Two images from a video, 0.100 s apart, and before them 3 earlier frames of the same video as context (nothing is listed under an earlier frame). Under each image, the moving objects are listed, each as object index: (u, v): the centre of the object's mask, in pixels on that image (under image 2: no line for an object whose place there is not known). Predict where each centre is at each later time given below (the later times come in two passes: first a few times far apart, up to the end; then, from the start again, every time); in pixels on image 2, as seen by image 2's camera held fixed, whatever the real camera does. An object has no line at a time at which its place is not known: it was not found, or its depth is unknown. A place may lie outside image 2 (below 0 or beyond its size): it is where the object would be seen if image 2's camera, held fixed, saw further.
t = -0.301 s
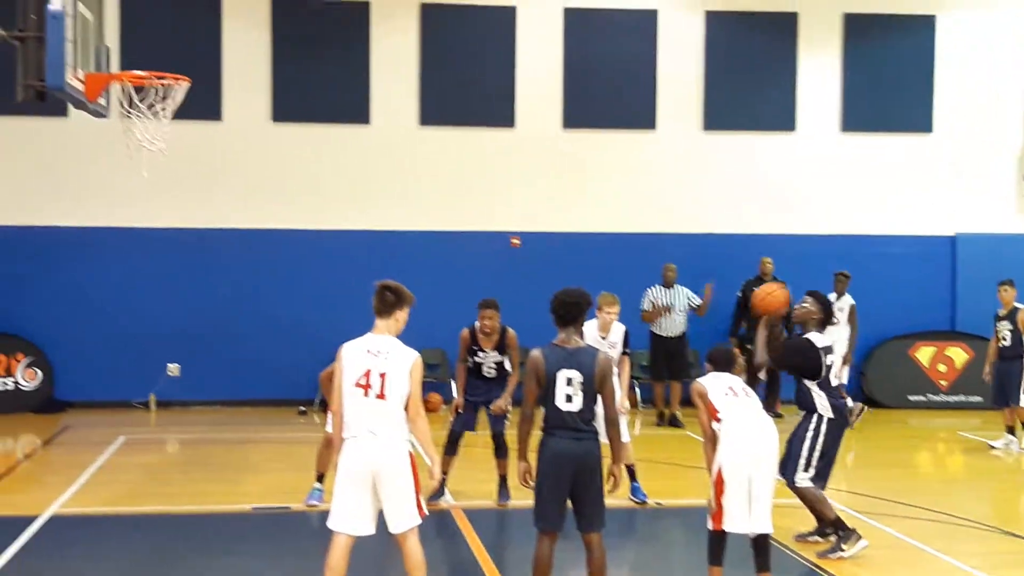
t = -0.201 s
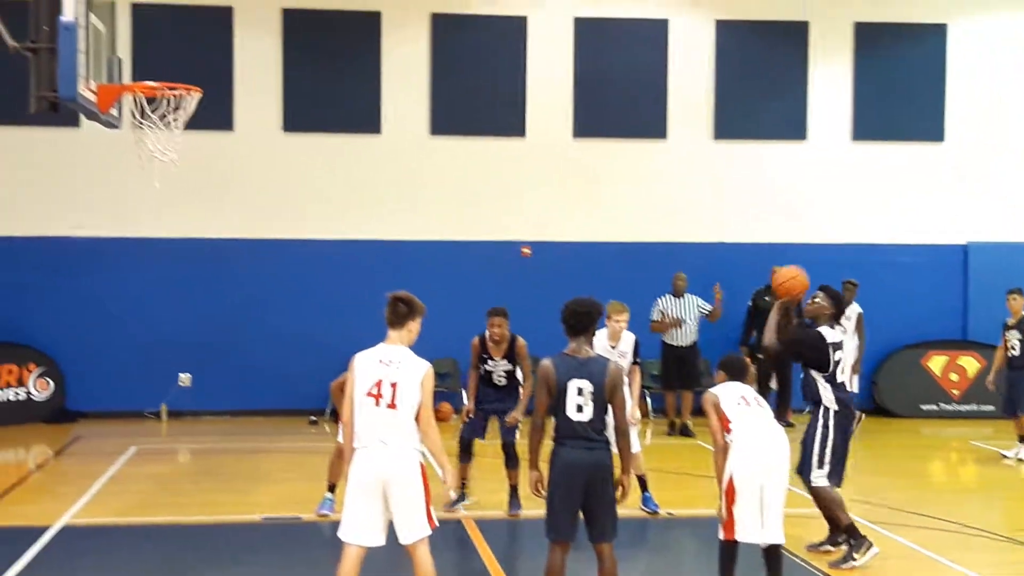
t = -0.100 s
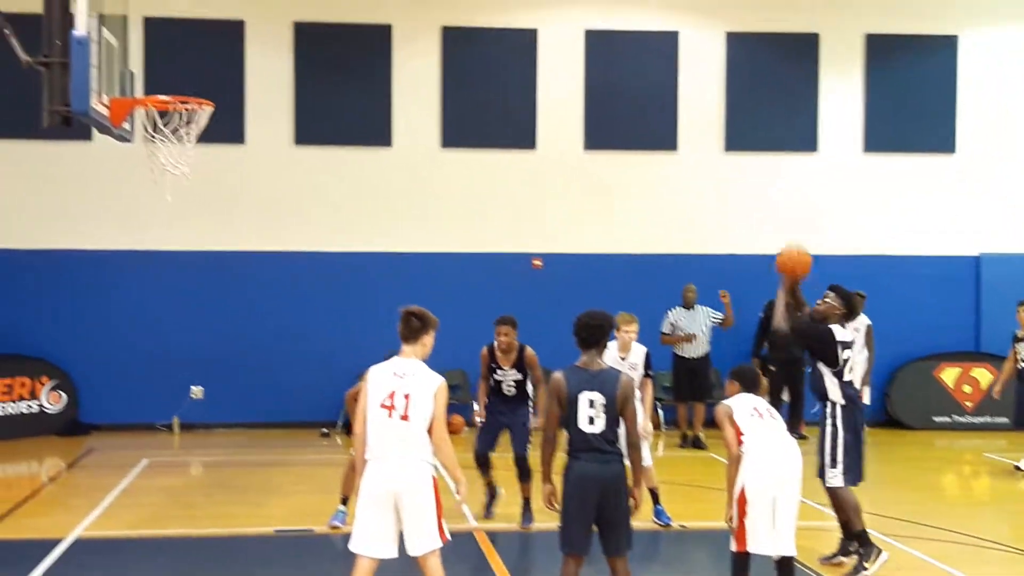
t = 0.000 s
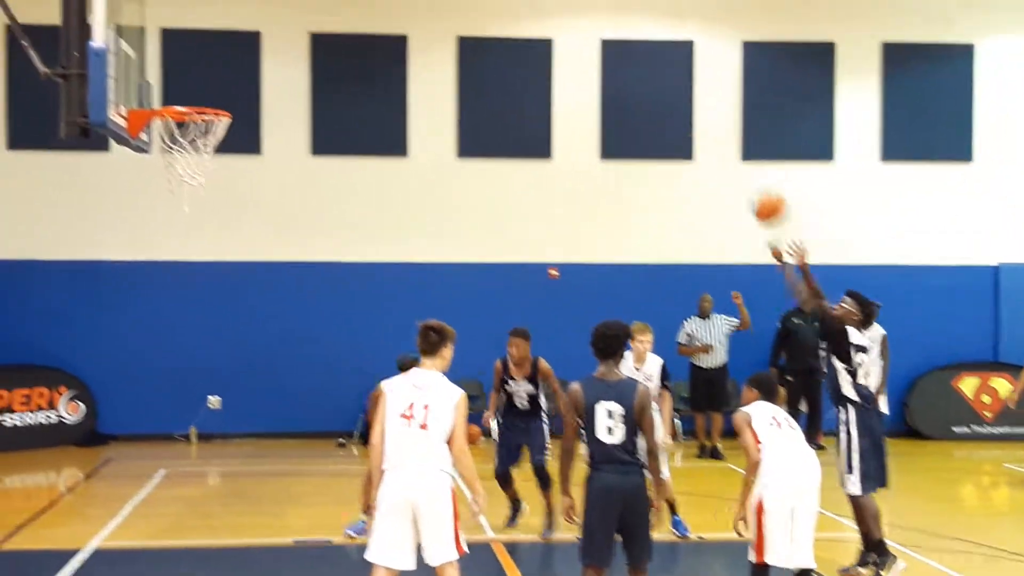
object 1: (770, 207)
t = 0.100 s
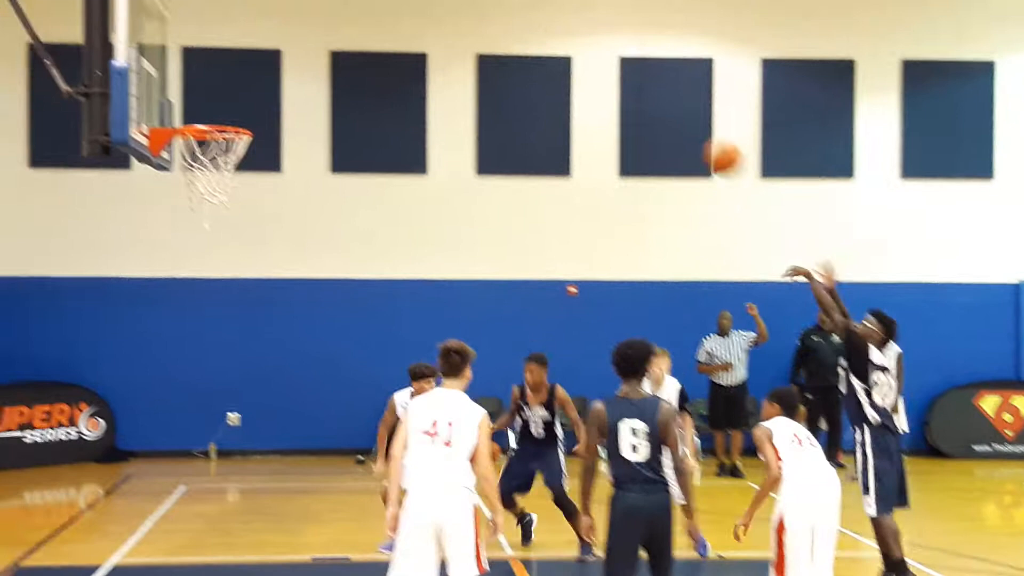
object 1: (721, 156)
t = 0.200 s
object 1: (661, 105)
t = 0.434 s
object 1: (510, 35)
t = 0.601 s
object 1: (397, 32)
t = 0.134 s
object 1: (701, 138)
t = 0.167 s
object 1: (682, 122)
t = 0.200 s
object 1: (661, 105)
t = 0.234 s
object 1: (640, 90)
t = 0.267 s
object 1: (621, 78)
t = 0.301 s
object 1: (596, 65)
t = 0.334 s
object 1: (570, 56)
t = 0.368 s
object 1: (553, 49)
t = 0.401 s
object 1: (531, 41)
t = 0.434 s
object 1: (510, 35)
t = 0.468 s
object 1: (486, 31)
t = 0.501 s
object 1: (463, 28)
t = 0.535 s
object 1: (438, 30)
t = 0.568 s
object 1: (420, 30)
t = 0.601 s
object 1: (397, 32)
